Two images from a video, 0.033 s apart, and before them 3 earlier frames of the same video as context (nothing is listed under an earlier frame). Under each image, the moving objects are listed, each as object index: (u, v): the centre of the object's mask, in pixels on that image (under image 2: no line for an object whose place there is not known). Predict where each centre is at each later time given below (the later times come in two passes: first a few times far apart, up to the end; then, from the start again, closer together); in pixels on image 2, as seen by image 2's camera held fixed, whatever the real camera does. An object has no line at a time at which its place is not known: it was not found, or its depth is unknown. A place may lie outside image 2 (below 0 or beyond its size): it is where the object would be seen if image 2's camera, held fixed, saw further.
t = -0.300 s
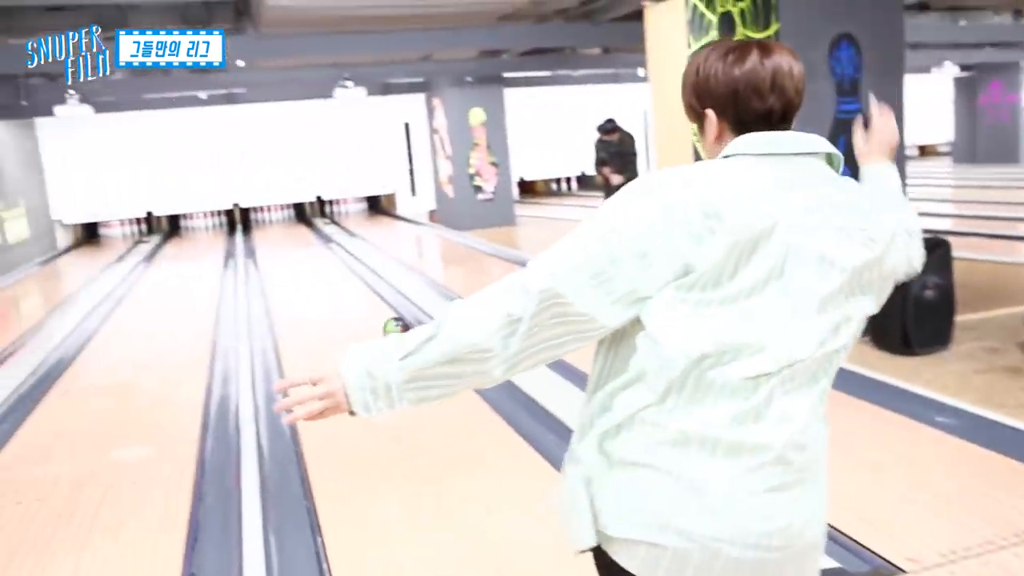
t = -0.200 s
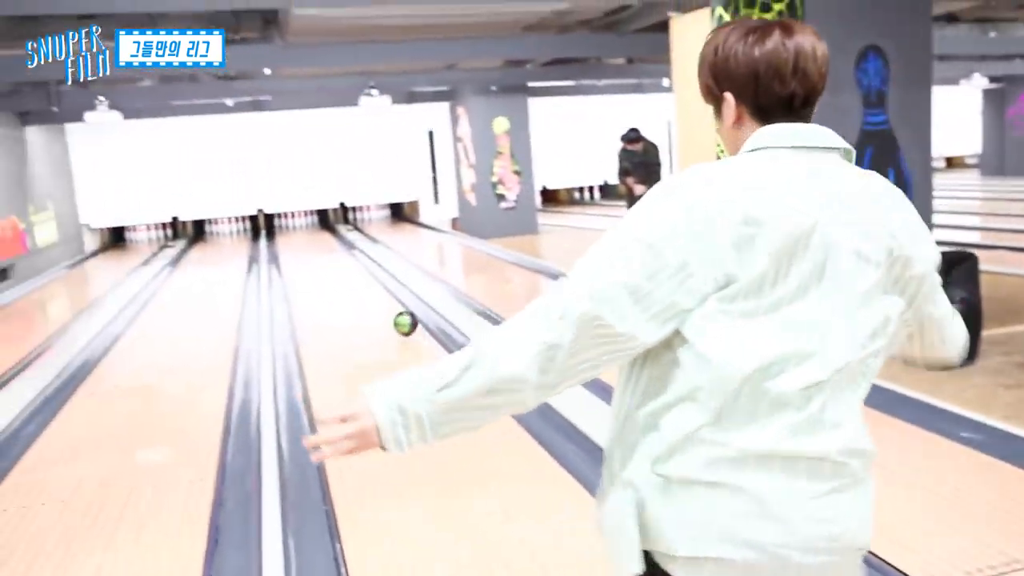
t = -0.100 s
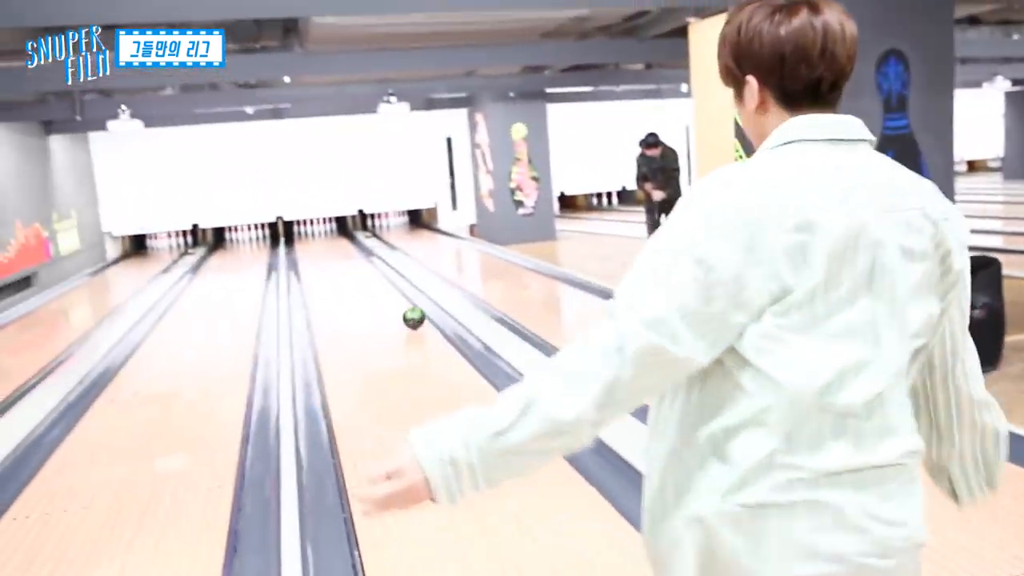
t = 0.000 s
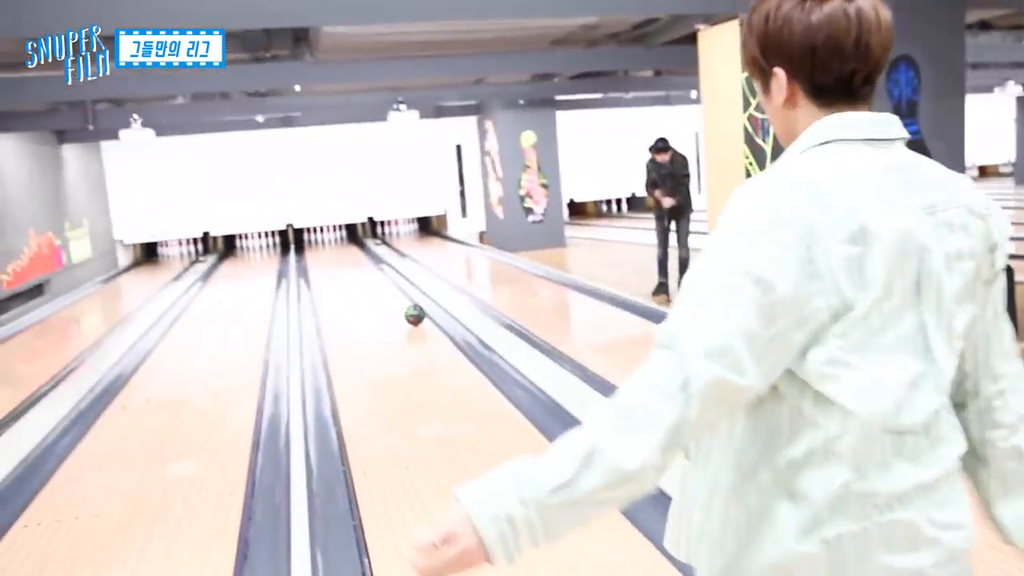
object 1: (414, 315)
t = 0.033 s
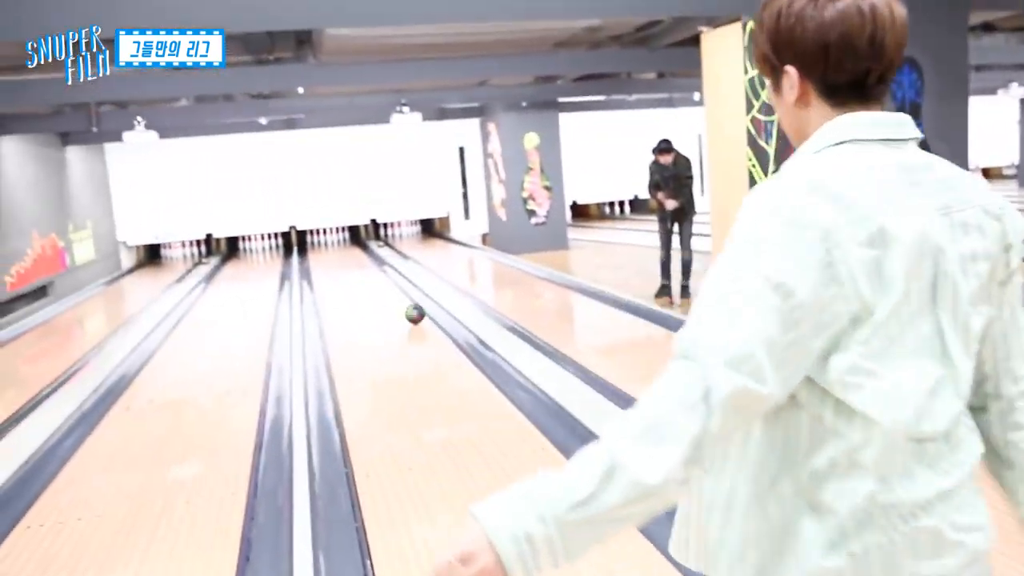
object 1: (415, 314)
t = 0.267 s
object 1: (399, 296)
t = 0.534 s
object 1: (385, 281)
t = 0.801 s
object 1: (374, 270)
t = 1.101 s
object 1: (362, 261)
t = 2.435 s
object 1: (325, 240)
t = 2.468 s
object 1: (321, 240)
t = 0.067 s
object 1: (412, 311)
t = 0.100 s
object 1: (410, 308)
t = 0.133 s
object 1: (408, 305)
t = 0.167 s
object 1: (406, 303)
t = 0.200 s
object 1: (403, 300)
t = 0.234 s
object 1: (401, 298)
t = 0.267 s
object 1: (399, 296)
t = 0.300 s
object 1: (397, 294)
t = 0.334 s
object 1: (395, 292)
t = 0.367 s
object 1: (393, 290)
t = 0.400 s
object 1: (391, 288)
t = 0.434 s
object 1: (390, 286)
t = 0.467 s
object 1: (388, 284)
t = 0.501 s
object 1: (386, 283)
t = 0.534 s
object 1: (385, 281)
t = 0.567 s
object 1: (383, 280)
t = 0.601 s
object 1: (382, 278)
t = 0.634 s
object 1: (381, 276)
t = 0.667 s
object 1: (379, 275)
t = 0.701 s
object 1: (378, 273)
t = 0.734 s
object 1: (376, 272)
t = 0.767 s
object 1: (375, 271)
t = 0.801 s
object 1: (374, 270)
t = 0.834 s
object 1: (373, 269)
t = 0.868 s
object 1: (371, 268)
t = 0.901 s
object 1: (370, 267)
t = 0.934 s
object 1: (368, 266)
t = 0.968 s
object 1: (367, 265)
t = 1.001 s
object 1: (366, 264)
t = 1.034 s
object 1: (365, 263)
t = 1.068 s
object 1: (364, 262)
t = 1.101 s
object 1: (362, 261)
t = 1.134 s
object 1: (361, 260)
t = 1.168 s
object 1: (360, 260)
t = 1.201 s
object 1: (359, 259)
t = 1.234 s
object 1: (358, 258)
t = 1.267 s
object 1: (357, 257)
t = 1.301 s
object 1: (356, 256)
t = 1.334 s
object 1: (354, 256)
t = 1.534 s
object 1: (349, 252)
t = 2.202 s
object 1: (330, 243)
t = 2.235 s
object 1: (330, 243)
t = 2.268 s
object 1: (330, 243)
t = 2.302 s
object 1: (329, 243)
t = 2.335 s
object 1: (327, 242)
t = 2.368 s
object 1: (325, 243)
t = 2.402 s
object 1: (323, 240)
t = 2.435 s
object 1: (325, 240)
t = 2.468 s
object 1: (321, 240)
